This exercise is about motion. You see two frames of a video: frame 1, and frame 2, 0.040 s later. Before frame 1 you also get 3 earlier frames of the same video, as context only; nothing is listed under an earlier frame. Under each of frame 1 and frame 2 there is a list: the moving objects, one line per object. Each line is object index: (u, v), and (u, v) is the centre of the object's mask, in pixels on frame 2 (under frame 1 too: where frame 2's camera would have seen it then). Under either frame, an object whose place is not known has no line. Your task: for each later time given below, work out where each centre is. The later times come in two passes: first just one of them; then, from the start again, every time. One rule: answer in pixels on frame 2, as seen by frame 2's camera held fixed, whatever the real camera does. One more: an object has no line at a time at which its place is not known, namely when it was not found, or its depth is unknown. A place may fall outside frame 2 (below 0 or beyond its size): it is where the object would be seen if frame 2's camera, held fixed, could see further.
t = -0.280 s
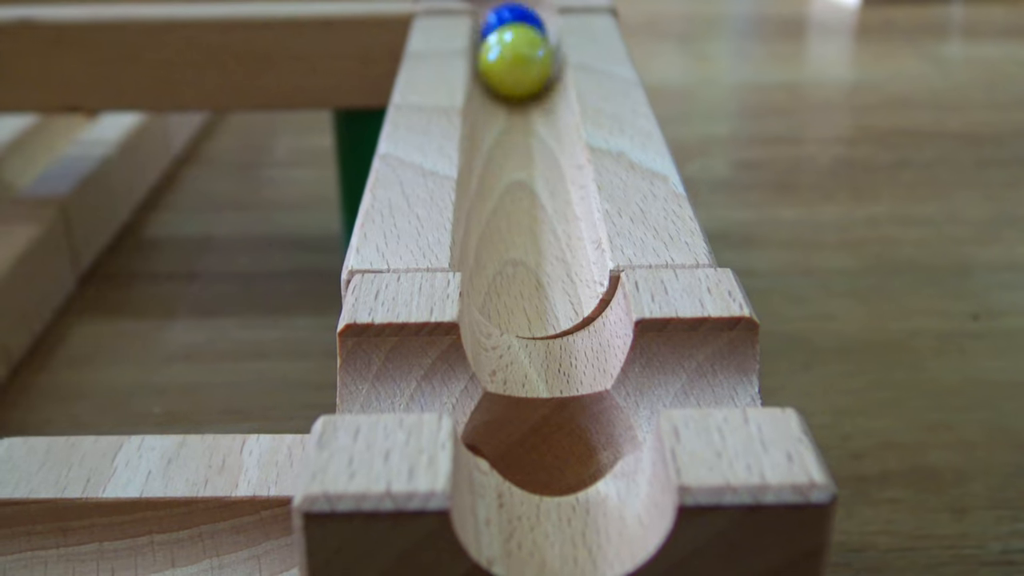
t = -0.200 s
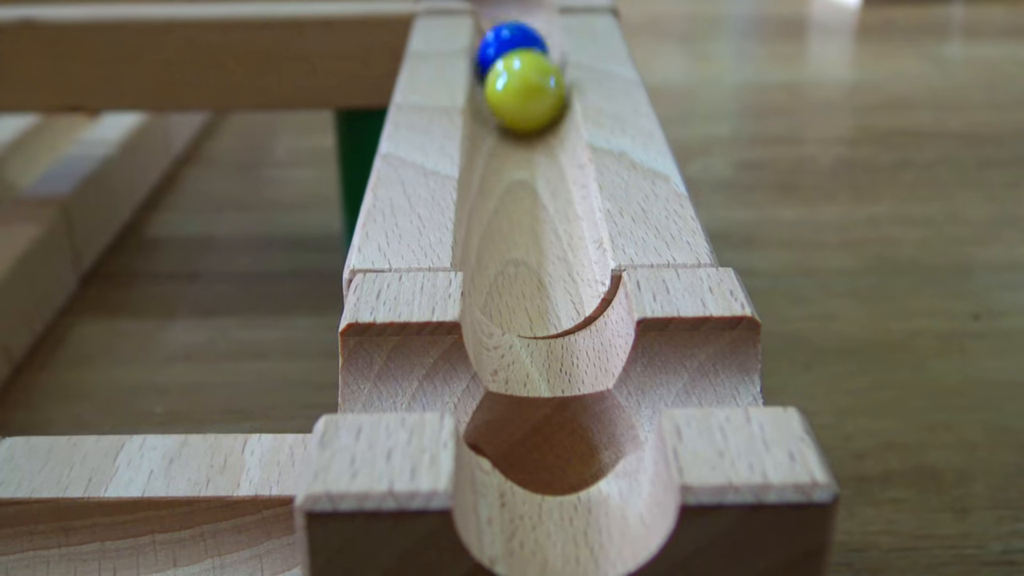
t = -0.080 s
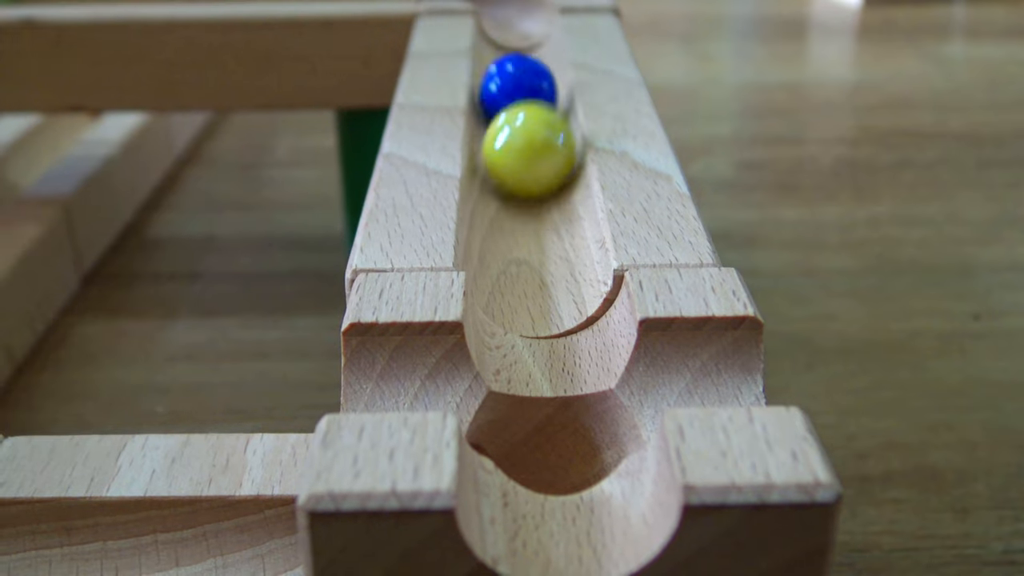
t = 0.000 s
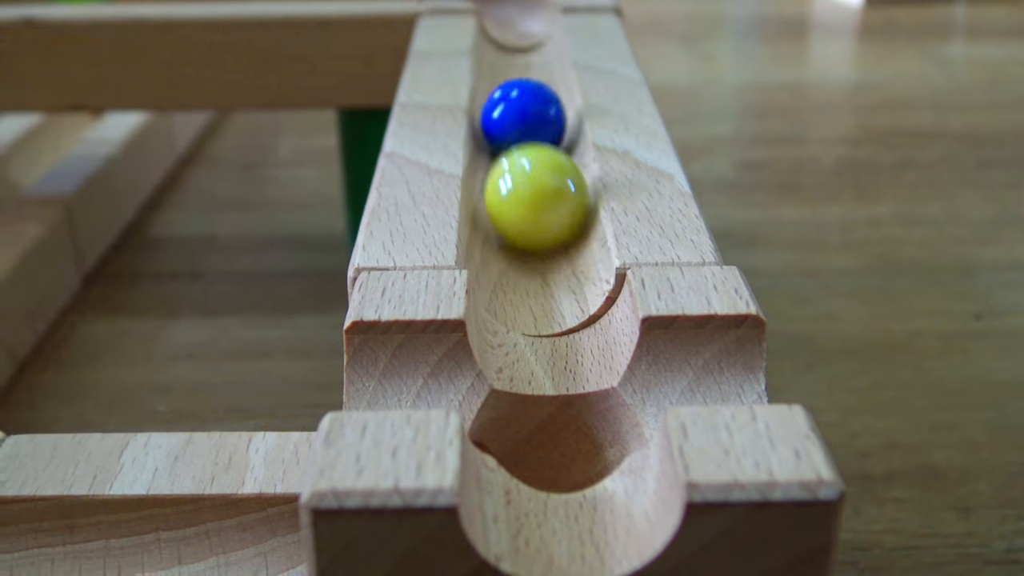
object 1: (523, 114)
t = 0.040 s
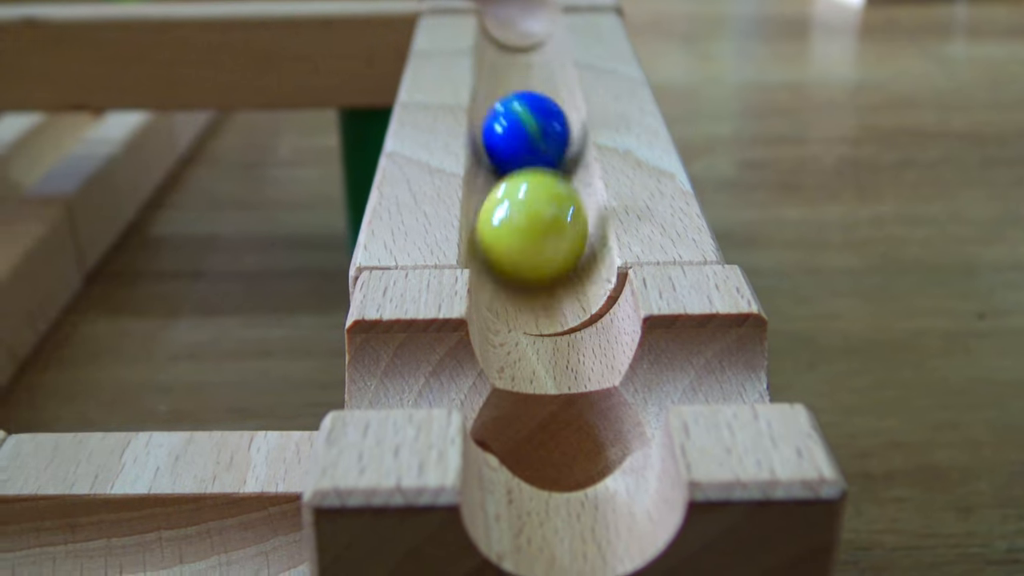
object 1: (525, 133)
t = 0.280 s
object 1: (540, 257)
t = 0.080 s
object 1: (534, 151)
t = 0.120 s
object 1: (526, 170)
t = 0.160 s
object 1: (534, 190)
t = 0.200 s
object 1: (535, 210)
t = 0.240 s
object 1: (531, 233)
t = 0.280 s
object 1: (540, 257)
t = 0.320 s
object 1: (537, 283)
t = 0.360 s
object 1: (557, 312)
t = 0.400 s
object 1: (559, 341)
